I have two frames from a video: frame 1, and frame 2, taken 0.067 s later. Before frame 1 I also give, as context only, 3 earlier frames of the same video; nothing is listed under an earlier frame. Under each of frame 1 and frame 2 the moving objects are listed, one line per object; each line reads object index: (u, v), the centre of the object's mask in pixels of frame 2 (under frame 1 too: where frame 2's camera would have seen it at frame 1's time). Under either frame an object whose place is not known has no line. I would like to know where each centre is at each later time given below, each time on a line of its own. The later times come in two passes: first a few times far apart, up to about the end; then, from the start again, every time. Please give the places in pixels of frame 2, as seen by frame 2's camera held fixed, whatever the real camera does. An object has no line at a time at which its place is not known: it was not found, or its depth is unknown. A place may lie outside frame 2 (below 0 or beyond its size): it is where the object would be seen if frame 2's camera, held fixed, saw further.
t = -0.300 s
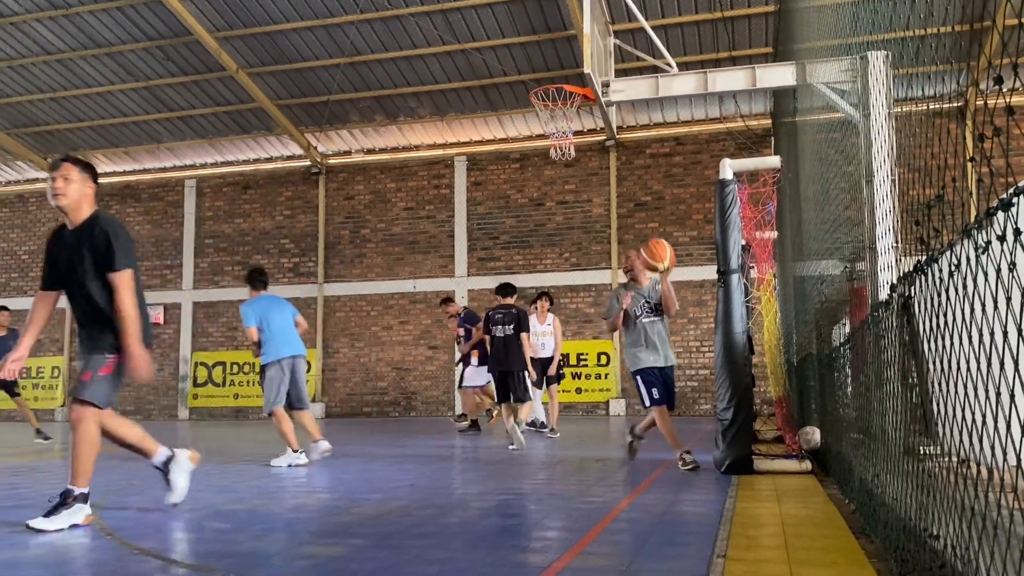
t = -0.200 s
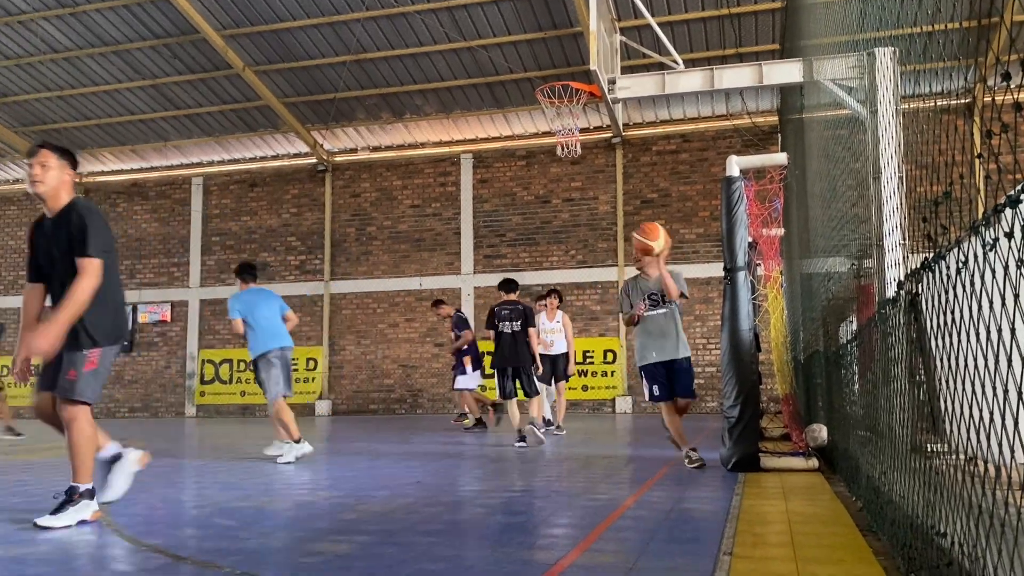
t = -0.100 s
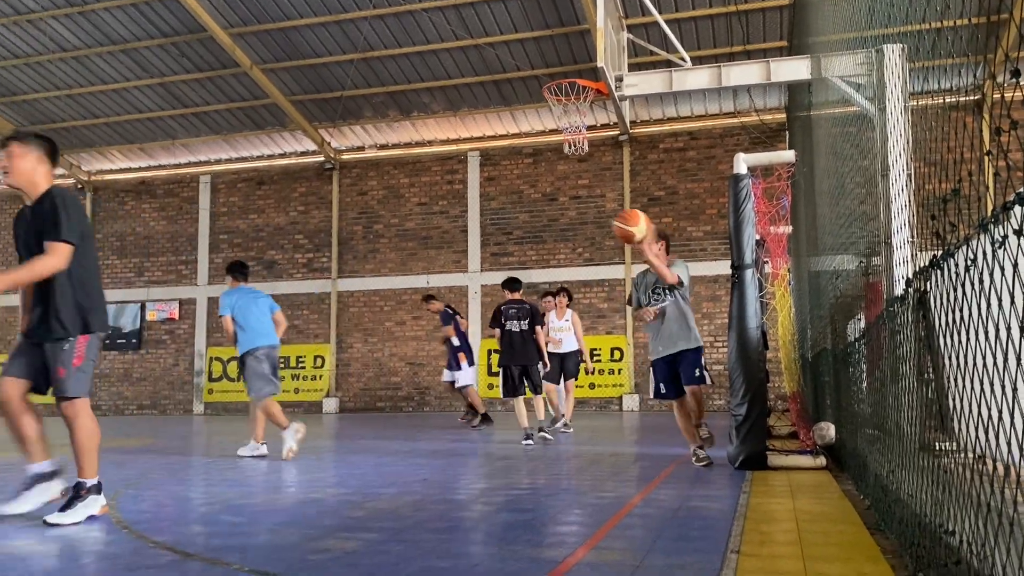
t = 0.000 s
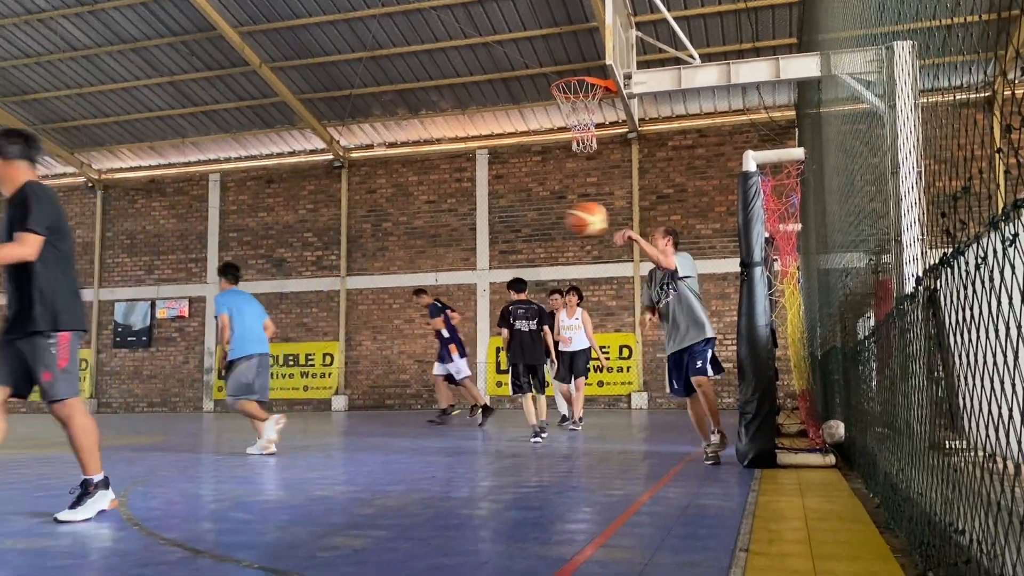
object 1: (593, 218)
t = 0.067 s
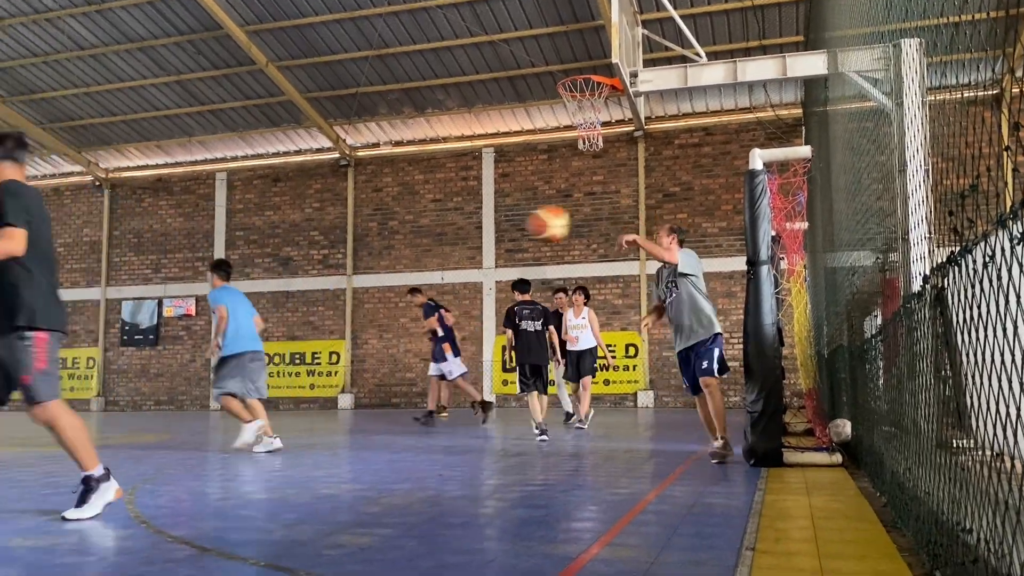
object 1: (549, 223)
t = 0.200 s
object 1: (455, 257)
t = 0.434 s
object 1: (262, 403)
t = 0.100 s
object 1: (528, 229)
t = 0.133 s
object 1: (505, 237)
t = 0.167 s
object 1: (479, 246)
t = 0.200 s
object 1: (455, 257)
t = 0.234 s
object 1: (432, 269)
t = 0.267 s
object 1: (405, 285)
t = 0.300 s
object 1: (378, 305)
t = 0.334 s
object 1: (352, 324)
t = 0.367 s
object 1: (324, 345)
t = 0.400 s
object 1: (294, 373)
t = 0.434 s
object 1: (262, 403)
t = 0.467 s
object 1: (232, 434)
